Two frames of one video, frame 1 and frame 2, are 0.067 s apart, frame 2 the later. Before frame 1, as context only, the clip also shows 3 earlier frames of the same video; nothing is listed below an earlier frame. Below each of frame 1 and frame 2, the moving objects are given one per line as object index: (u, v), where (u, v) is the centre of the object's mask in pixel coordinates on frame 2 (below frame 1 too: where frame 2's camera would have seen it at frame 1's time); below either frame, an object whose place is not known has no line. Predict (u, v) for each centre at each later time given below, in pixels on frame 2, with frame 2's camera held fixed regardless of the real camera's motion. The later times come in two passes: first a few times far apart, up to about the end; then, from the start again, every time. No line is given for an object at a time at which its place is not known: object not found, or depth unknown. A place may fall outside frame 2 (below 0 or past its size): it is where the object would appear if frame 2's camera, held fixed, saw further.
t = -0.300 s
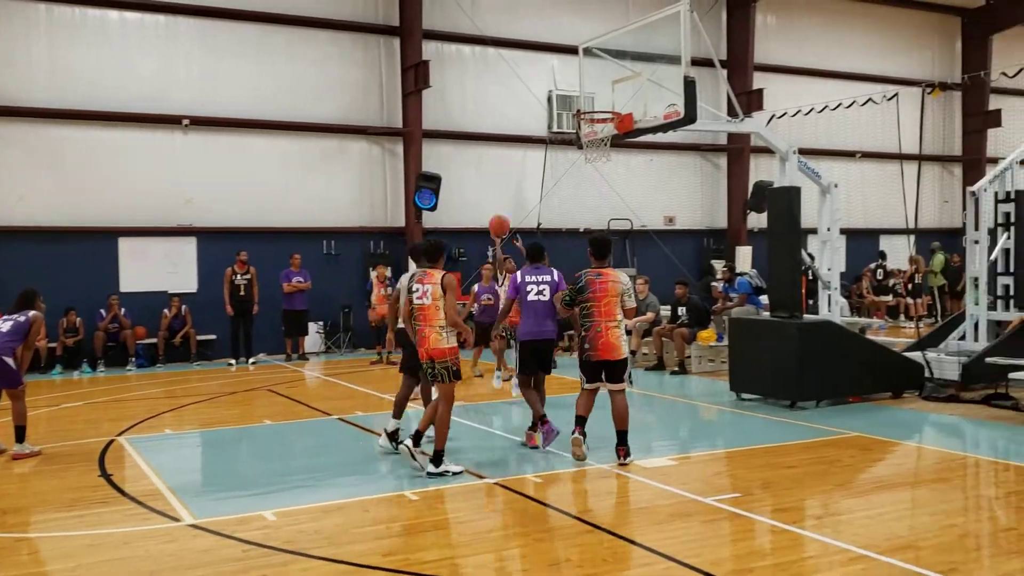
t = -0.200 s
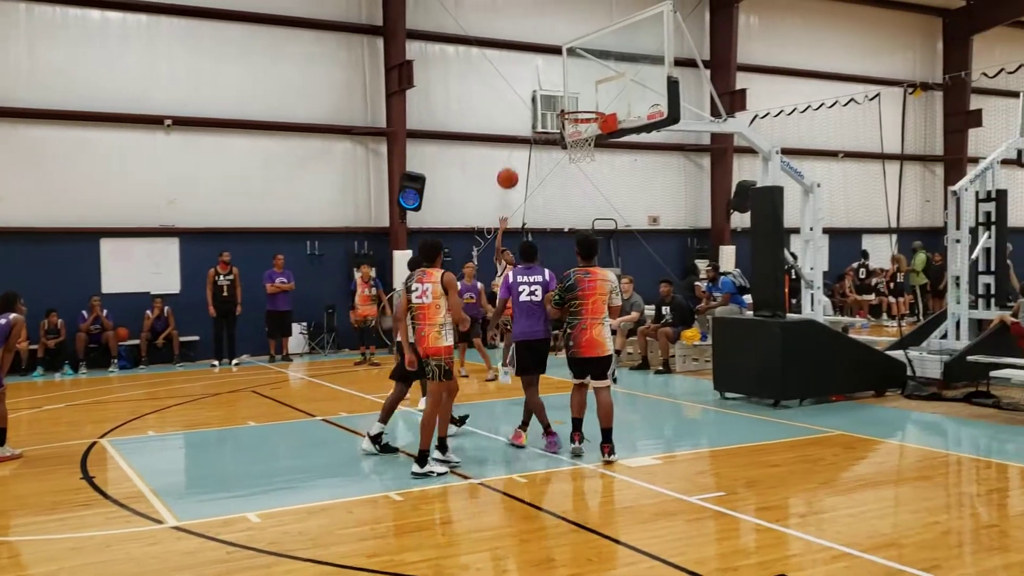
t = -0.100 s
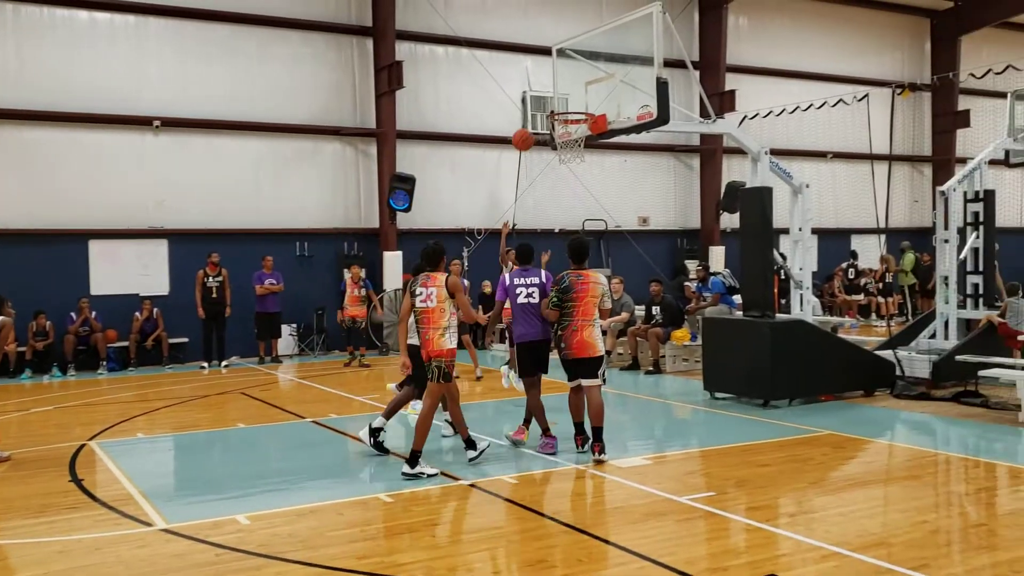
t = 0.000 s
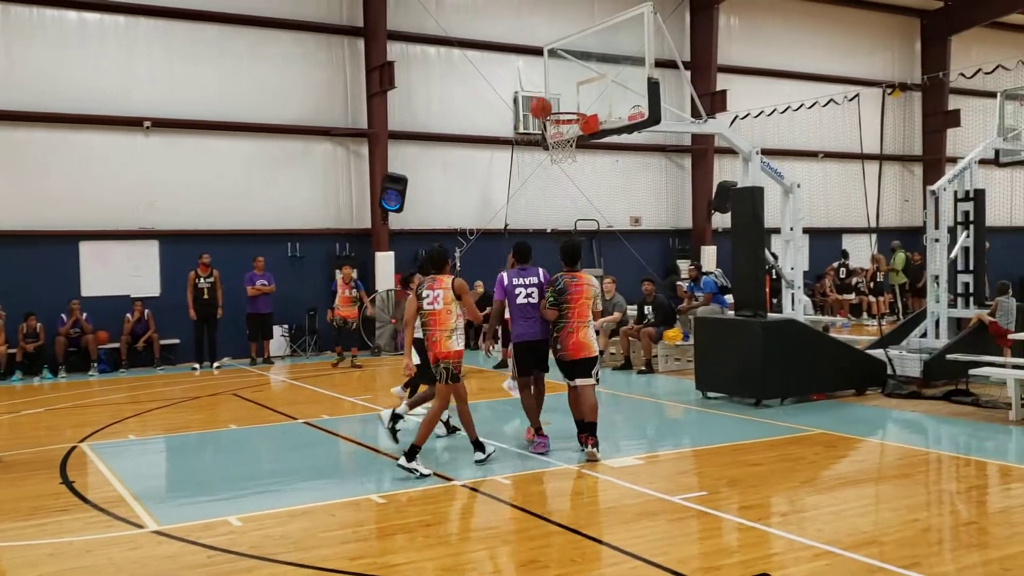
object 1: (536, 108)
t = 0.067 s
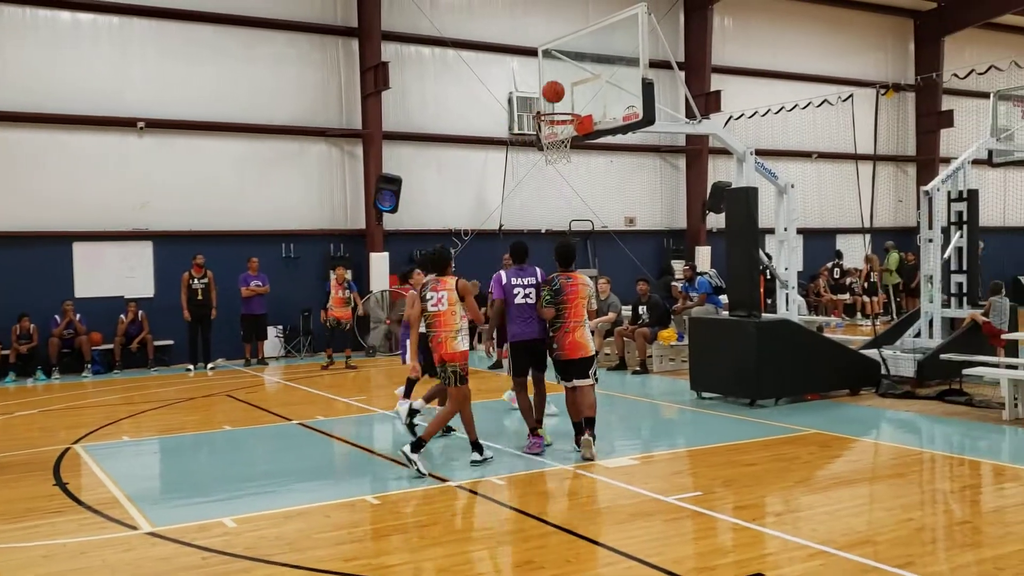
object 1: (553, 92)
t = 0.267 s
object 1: (551, 88)
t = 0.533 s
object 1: (554, 95)
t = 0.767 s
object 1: (561, 103)
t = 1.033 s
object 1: (564, 107)
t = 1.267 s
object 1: (565, 162)
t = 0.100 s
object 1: (554, 88)
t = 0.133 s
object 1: (553, 86)
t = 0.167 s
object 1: (552, 85)
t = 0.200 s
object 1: (552, 85)
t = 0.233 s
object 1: (551, 86)
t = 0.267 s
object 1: (551, 88)
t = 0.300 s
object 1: (550, 91)
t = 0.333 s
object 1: (550, 95)
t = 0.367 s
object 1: (549, 101)
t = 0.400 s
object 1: (549, 105)
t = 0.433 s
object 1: (550, 101)
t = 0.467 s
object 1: (552, 98)
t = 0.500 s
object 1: (553, 96)
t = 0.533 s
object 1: (554, 95)
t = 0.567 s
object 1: (555, 96)
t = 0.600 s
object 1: (557, 97)
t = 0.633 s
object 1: (558, 100)
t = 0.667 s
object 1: (559, 103)
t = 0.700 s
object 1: (561, 107)
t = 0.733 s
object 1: (561, 108)
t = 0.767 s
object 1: (561, 103)
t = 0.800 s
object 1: (562, 100)
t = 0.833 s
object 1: (562, 98)
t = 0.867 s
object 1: (562, 97)
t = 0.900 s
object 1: (563, 97)
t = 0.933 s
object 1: (563, 98)
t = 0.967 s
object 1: (564, 100)
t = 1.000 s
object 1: (564, 104)
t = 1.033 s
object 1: (564, 107)
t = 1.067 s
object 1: (565, 112)
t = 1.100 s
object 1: (565, 120)
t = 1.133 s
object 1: (565, 126)
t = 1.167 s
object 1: (567, 133)
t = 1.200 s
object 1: (566, 143)
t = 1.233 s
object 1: (565, 150)
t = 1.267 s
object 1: (565, 162)
